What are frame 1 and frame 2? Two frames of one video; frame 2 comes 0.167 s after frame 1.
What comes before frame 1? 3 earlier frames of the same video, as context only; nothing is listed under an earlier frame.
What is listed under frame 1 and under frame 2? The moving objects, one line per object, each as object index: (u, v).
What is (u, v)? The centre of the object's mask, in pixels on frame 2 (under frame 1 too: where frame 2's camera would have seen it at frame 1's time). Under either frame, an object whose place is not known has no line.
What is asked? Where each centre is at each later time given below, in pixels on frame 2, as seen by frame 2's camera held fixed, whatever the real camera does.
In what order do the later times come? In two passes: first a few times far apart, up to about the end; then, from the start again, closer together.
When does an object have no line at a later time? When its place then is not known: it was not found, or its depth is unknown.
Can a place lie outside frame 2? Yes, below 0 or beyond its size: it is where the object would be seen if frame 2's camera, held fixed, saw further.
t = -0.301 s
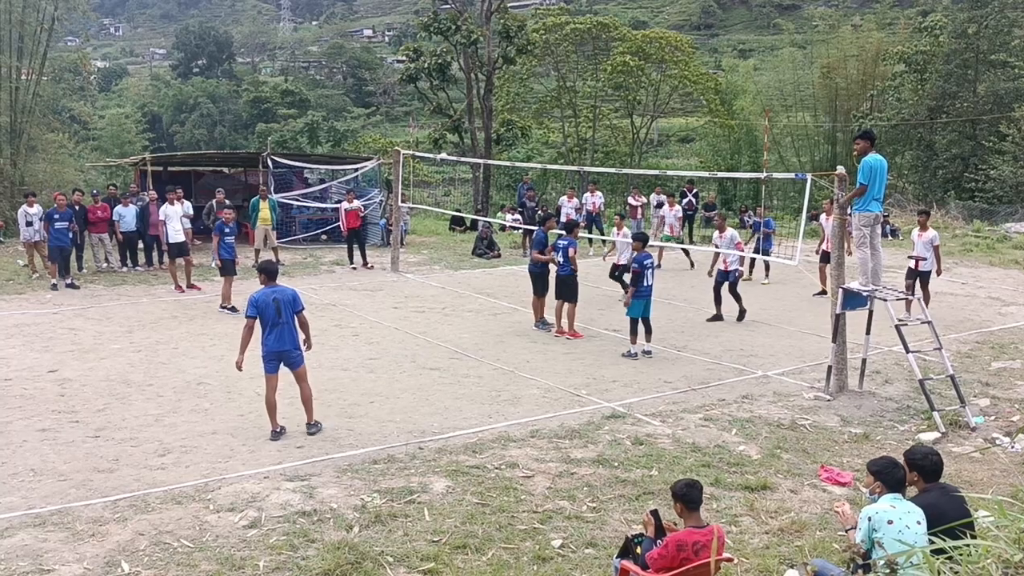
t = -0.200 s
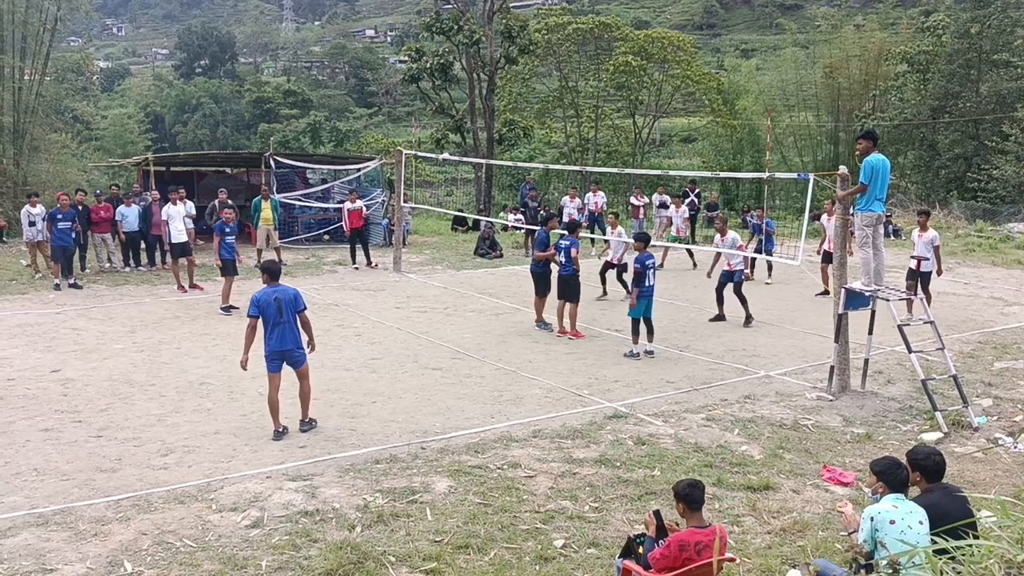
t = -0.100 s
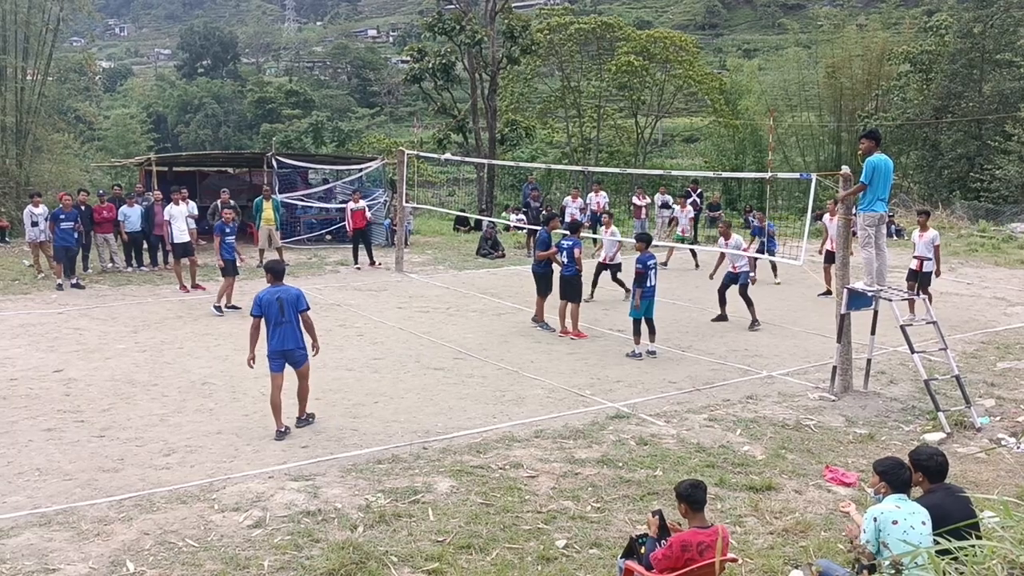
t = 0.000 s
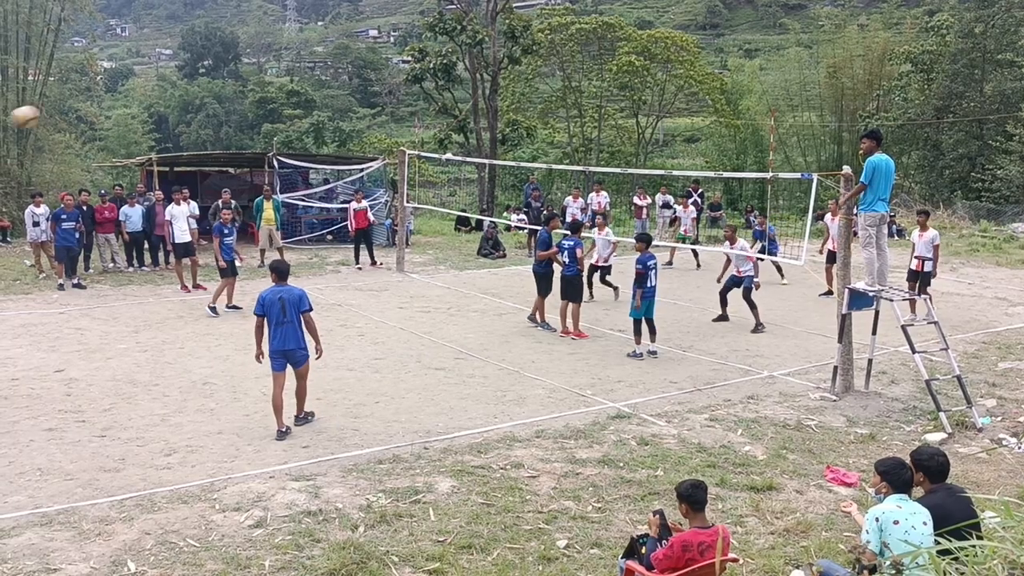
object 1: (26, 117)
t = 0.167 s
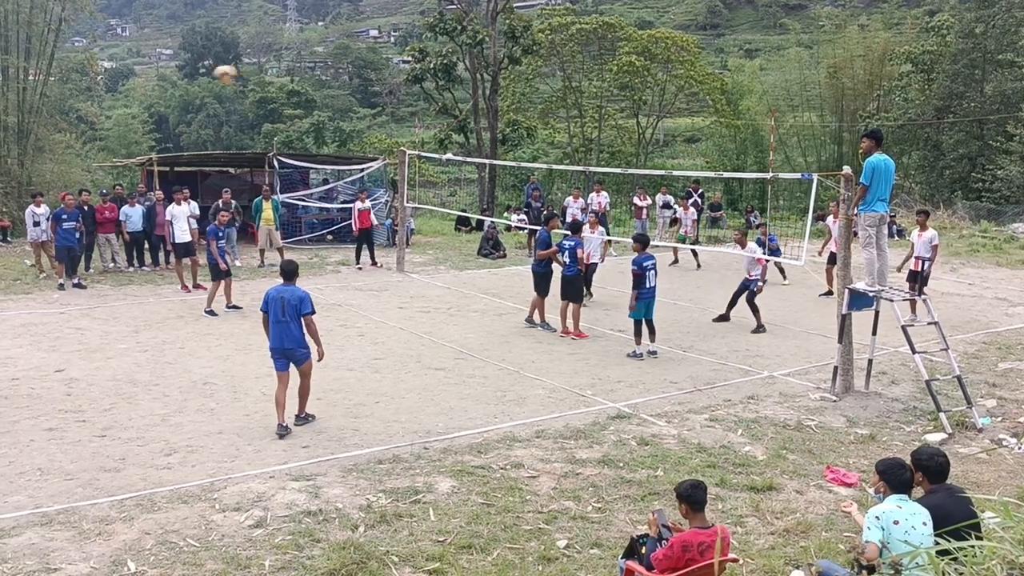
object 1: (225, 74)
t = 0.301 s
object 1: (353, 64)
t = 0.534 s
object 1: (532, 80)
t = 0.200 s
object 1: (259, 69)
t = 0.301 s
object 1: (353, 64)
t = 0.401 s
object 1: (437, 67)
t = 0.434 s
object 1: (462, 68)
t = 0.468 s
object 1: (487, 71)
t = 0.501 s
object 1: (509, 75)
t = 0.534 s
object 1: (532, 80)
